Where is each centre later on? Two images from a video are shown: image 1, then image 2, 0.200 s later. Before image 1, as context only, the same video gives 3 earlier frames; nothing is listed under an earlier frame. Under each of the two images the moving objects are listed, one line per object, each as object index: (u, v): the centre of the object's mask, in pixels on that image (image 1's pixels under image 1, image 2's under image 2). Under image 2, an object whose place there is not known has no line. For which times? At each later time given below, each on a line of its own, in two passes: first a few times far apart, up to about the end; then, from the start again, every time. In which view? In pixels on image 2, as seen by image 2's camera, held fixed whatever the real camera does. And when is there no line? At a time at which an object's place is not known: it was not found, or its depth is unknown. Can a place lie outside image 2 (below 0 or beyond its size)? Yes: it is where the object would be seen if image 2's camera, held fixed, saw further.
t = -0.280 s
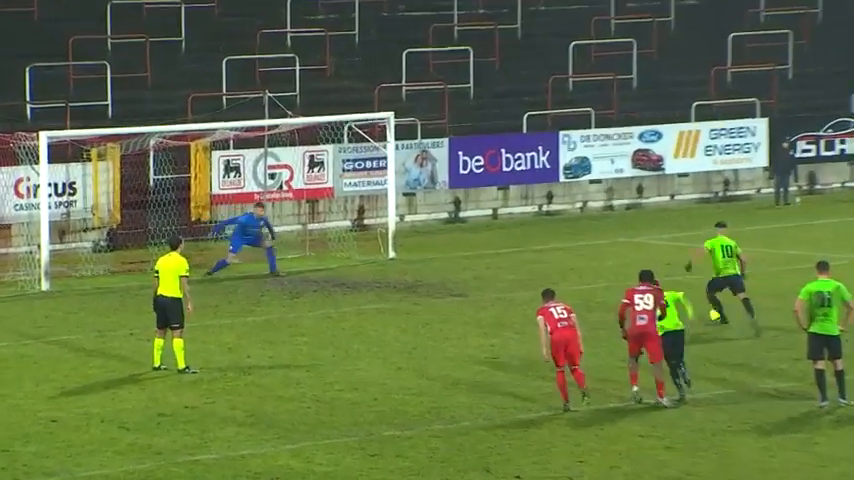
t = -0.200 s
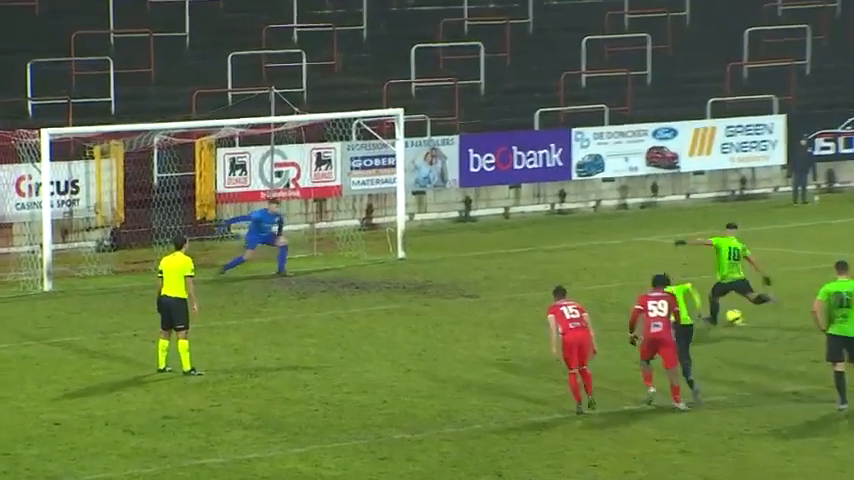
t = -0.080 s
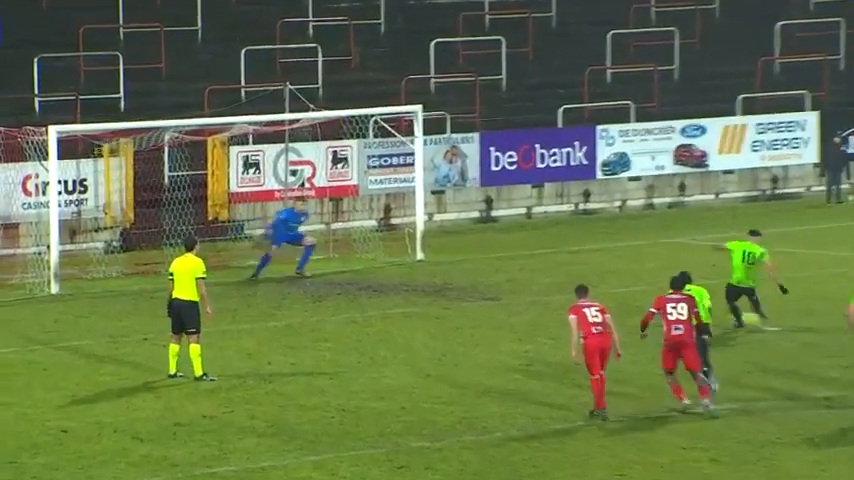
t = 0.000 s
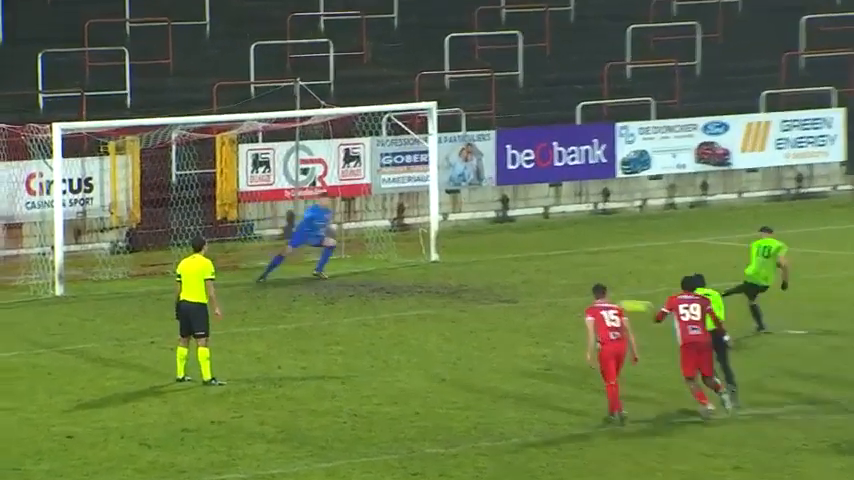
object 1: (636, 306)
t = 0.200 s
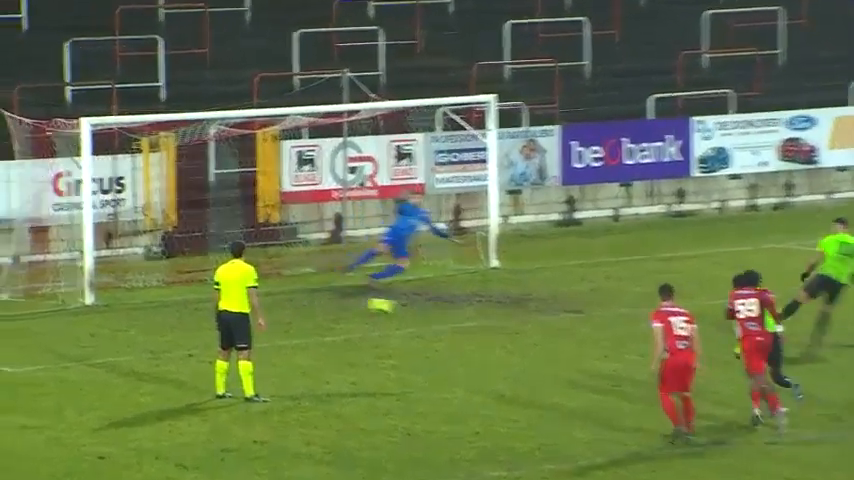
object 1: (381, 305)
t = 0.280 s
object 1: (270, 298)
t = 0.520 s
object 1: (-40, 291)
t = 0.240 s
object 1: (323, 300)
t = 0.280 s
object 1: (270, 298)
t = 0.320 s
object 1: (205, 298)
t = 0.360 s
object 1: (158, 298)
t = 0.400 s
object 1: (105, 299)
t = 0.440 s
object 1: (55, 295)
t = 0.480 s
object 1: (7, 292)
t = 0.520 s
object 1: (-40, 291)
